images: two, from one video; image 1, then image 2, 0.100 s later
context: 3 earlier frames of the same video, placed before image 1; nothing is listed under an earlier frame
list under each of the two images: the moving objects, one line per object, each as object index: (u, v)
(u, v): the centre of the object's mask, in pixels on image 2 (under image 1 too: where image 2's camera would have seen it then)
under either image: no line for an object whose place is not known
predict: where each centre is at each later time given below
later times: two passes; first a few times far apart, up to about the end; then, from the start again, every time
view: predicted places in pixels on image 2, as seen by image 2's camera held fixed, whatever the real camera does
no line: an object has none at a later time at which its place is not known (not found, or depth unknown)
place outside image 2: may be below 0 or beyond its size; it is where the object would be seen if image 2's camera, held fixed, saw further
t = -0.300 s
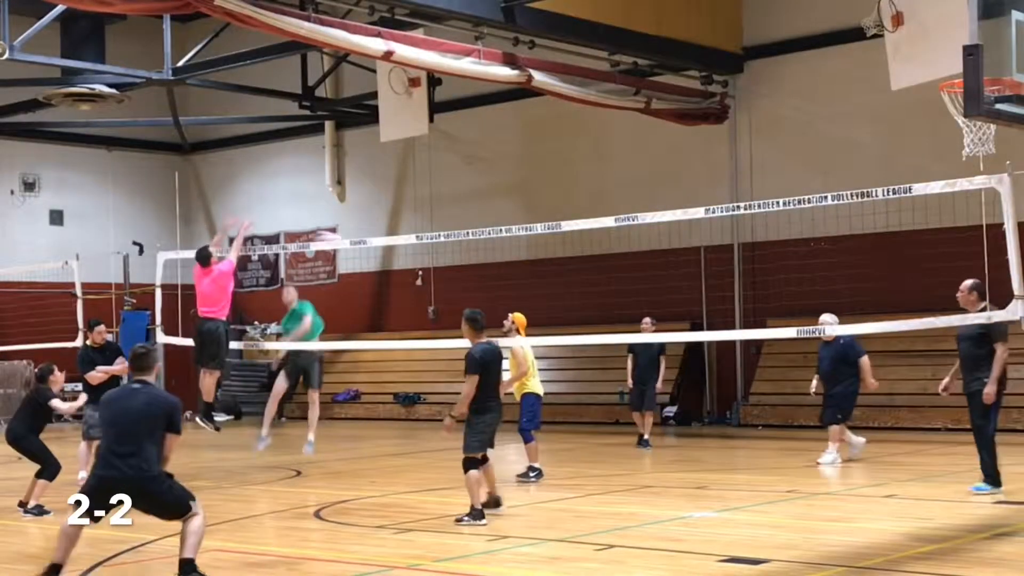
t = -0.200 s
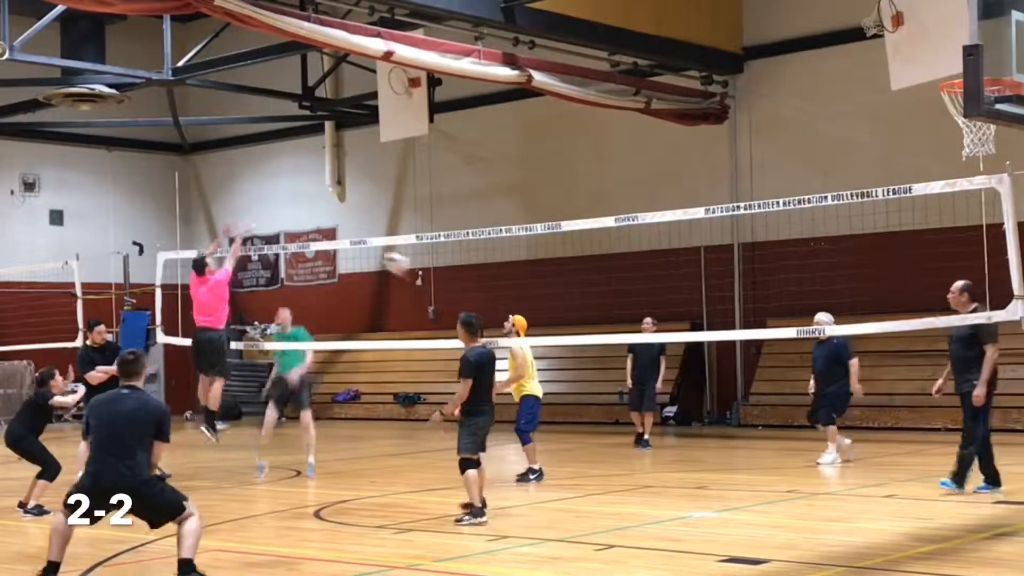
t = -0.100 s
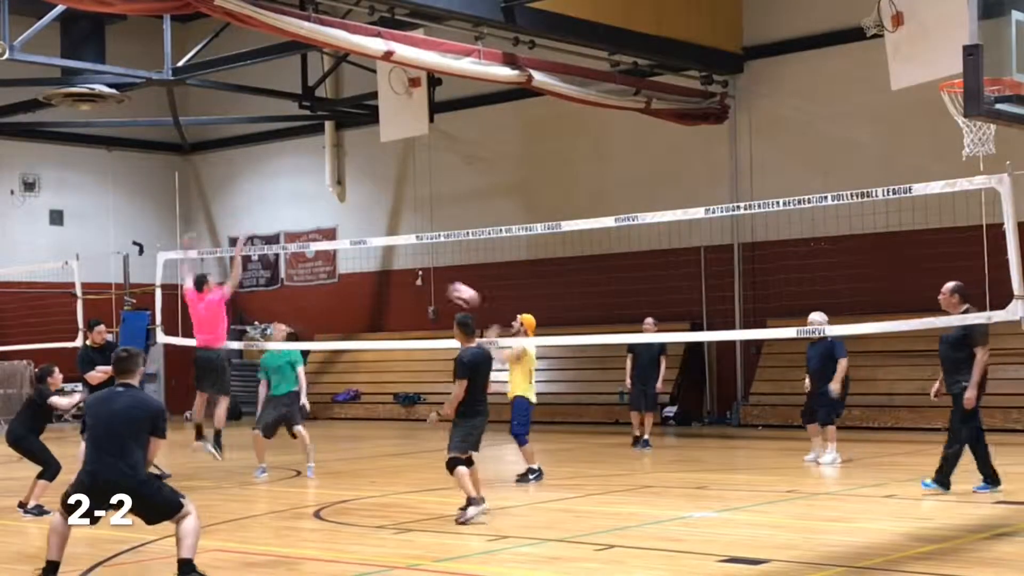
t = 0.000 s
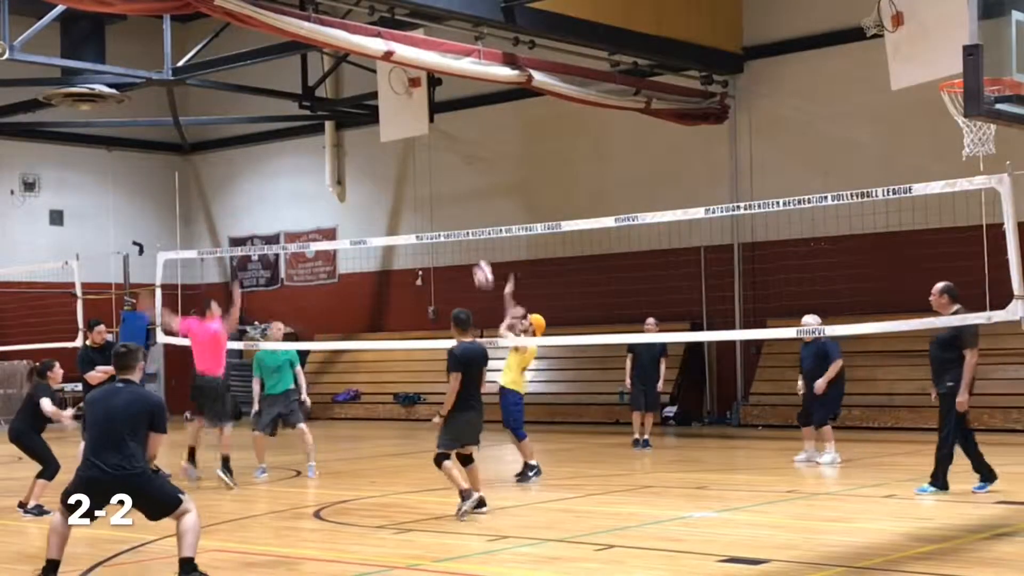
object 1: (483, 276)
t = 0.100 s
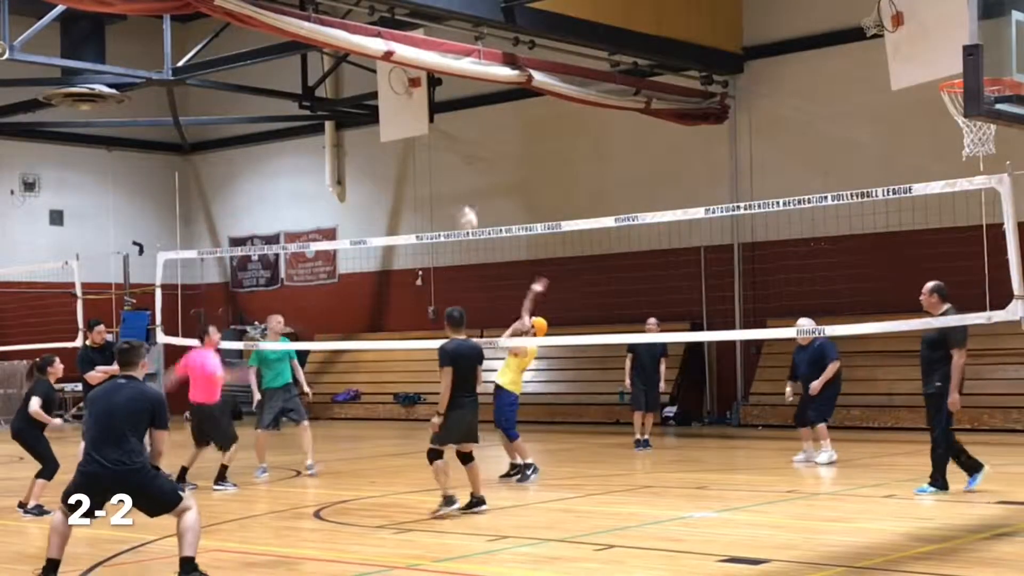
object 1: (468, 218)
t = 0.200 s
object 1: (453, 176)
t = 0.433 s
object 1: (417, 110)
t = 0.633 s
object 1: (388, 96)
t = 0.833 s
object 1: (360, 117)
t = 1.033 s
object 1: (335, 176)
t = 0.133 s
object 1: (462, 203)
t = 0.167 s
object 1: (458, 188)
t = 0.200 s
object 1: (453, 176)
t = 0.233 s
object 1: (447, 161)
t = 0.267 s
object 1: (442, 151)
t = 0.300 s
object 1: (438, 141)
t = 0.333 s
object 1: (434, 133)
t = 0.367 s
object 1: (428, 124)
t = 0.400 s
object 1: (423, 114)
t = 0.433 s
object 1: (417, 110)
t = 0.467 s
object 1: (412, 104)
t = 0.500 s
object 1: (407, 100)
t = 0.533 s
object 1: (403, 98)
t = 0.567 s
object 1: (398, 96)
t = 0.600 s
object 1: (393, 94)
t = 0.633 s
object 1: (388, 96)
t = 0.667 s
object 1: (384, 96)
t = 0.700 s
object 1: (377, 99)
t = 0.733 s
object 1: (373, 103)
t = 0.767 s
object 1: (369, 107)
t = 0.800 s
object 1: (365, 112)
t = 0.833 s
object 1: (360, 117)
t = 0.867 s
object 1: (356, 124)
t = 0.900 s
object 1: (352, 133)
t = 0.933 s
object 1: (347, 143)
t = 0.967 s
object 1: (344, 152)
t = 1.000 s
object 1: (339, 163)
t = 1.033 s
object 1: (335, 176)
